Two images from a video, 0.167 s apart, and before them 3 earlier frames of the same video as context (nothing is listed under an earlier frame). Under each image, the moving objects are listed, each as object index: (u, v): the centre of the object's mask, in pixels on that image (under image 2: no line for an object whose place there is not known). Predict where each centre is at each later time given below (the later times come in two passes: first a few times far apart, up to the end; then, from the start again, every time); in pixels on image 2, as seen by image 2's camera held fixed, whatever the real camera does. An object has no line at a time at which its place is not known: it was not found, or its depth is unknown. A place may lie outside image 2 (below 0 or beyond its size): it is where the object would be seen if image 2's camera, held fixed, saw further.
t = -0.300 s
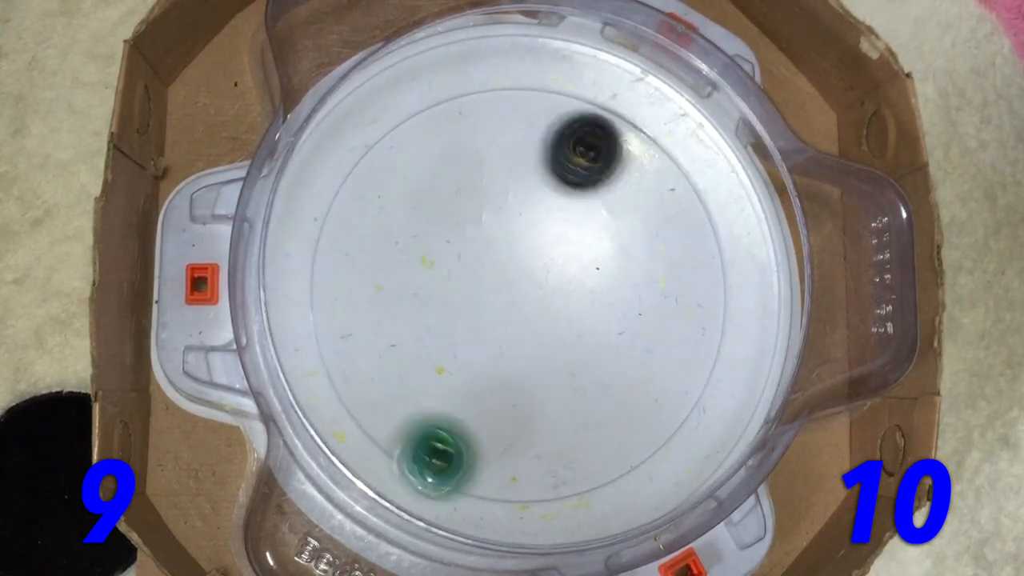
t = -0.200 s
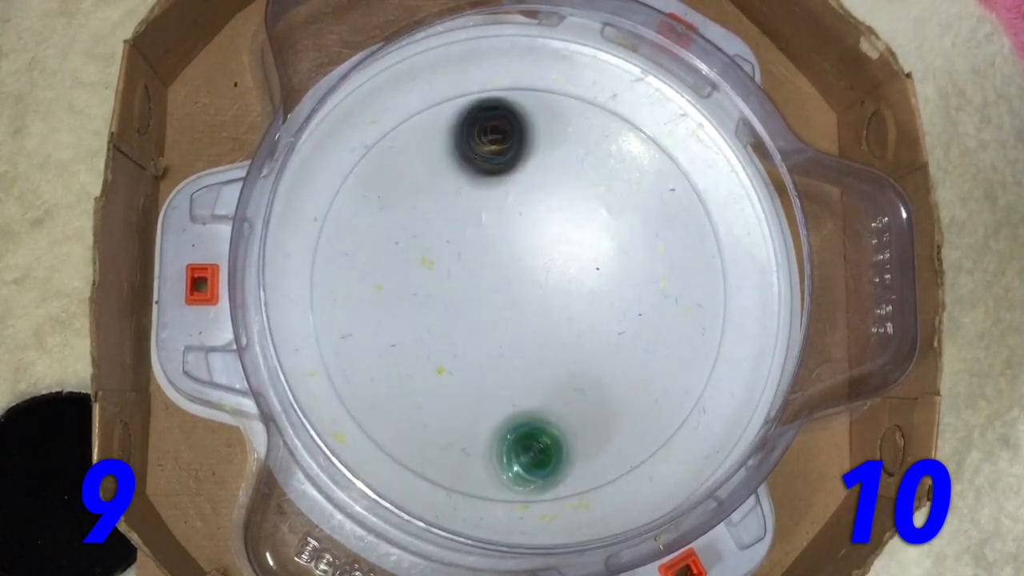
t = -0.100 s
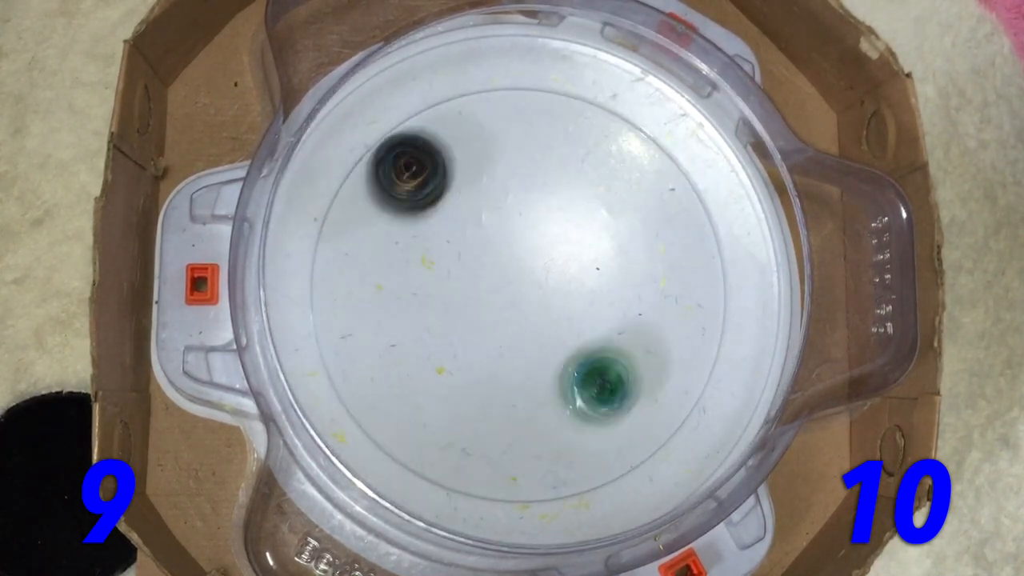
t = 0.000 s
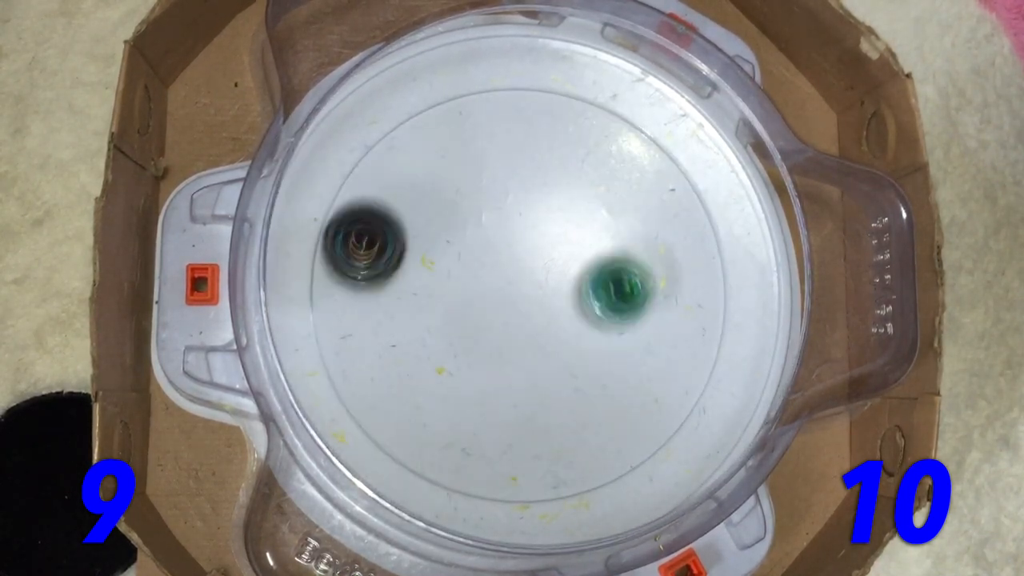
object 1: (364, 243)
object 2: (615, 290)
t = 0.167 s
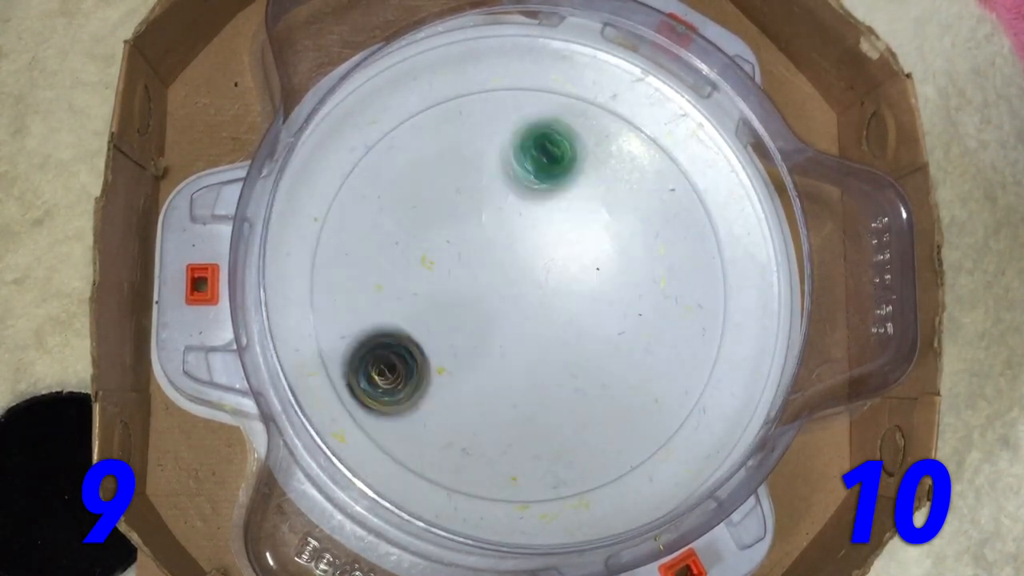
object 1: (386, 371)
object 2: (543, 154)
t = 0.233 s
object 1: (423, 406)
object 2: (490, 126)
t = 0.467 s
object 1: (590, 396)
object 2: (347, 231)
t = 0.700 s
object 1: (634, 256)
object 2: (502, 378)
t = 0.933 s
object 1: (543, 175)
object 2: (682, 279)
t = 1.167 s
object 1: (447, 224)
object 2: (609, 122)
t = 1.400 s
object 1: (476, 362)
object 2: (441, 227)
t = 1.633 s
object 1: (596, 355)
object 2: (506, 430)
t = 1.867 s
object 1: (623, 272)
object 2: (675, 405)
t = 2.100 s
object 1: (536, 209)
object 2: (626, 229)
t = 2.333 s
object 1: (393, 248)
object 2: (478, 222)
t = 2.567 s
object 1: (349, 378)
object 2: (507, 353)
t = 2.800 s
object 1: (492, 397)
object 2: (629, 316)
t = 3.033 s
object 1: (588, 284)
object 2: (542, 207)
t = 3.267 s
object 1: (551, 171)
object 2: (431, 302)
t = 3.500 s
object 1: (467, 177)
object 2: (543, 391)
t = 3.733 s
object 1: (476, 280)
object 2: (610, 260)
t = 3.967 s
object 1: (553, 320)
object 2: (488, 179)
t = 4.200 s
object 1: (586, 296)
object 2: (422, 303)
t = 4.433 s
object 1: (555, 269)
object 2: (563, 369)
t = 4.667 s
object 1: (513, 277)
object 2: (637, 251)
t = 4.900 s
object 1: (518, 304)
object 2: (516, 180)
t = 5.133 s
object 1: (535, 310)
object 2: (439, 306)
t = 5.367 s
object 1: (528, 280)
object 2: (546, 398)
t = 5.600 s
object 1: (508, 259)
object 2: (628, 295)
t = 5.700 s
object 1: (506, 259)
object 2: (603, 236)
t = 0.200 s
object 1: (402, 389)
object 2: (518, 138)
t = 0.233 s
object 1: (423, 406)
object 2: (490, 126)
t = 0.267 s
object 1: (446, 417)
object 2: (460, 122)
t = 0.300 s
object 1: (469, 424)
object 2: (432, 123)
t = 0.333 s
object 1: (494, 427)
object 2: (403, 131)
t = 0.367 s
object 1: (520, 425)
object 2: (379, 148)
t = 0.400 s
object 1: (545, 419)
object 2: (361, 170)
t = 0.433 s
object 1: (569, 409)
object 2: (350, 201)
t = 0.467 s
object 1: (590, 396)
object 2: (347, 231)
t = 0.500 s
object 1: (607, 380)
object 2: (351, 262)
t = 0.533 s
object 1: (622, 361)
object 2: (362, 292)
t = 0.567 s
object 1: (633, 341)
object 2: (382, 320)
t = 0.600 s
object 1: (639, 318)
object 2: (407, 343)
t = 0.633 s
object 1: (641, 297)
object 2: (437, 360)
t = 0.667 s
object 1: (640, 276)
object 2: (467, 372)
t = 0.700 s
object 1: (634, 256)
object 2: (502, 378)
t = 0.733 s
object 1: (625, 237)
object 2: (535, 378)
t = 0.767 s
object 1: (614, 220)
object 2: (566, 372)
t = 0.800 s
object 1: (602, 207)
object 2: (598, 361)
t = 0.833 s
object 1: (588, 195)
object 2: (623, 347)
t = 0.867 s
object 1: (573, 187)
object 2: (647, 327)
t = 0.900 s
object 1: (559, 180)
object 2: (667, 303)
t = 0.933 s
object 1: (543, 175)
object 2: (682, 279)
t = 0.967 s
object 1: (528, 173)
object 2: (689, 253)
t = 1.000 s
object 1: (514, 173)
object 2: (691, 224)
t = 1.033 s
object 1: (498, 178)
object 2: (690, 196)
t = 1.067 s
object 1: (485, 185)
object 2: (678, 172)
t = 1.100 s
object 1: (470, 195)
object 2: (664, 150)
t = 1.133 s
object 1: (457, 209)
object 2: (640, 133)
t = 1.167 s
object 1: (447, 224)
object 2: (609, 122)
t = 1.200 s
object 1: (438, 242)
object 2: (583, 116)
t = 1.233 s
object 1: (433, 265)
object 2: (555, 118)
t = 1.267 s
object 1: (433, 286)
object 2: (523, 131)
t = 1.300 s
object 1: (438, 308)
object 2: (494, 147)
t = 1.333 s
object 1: (447, 329)
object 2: (472, 170)
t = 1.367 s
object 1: (460, 347)
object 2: (452, 200)
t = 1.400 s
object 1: (476, 362)
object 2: (441, 227)
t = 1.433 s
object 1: (495, 372)
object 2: (434, 259)
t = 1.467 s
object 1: (514, 378)
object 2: (433, 293)
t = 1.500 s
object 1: (533, 379)
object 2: (439, 326)
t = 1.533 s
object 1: (551, 377)
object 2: (450, 357)
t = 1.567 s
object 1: (568, 372)
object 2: (464, 384)
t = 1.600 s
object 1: (583, 365)
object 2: (484, 410)
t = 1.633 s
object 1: (596, 355)
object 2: (506, 430)
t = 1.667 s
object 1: (606, 344)
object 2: (533, 444)
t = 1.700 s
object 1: (614, 332)
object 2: (560, 454)
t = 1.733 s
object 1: (620, 320)
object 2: (587, 457)
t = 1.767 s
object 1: (624, 308)
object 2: (615, 451)
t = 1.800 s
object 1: (626, 296)
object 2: (640, 441)
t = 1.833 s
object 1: (626, 284)
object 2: (661, 427)
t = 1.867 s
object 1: (623, 272)
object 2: (675, 405)
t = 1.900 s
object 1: (617, 260)
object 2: (686, 377)
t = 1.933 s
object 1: (608, 248)
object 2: (690, 351)
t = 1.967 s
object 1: (597, 236)
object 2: (686, 324)
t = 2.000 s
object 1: (584, 226)
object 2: (675, 296)
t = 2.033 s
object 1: (569, 218)
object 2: (661, 268)
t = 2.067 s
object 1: (555, 213)
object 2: (643, 245)
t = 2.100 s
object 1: (536, 209)
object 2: (626, 229)
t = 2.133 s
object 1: (506, 203)
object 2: (615, 219)
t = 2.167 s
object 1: (479, 201)
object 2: (597, 210)
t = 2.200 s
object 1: (454, 203)
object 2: (576, 204)
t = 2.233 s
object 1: (434, 209)
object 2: (552, 199)
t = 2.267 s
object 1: (416, 219)
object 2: (523, 202)
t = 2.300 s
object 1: (402, 232)
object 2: (500, 210)
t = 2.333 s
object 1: (393, 248)
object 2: (478, 222)
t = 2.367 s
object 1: (381, 264)
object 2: (464, 238)
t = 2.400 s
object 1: (360, 285)
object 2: (464, 256)
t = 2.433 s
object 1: (346, 306)
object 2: (464, 274)
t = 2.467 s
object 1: (338, 326)
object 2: (468, 296)
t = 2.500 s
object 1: (334, 346)
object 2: (475, 319)
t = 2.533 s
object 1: (338, 364)
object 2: (488, 337)
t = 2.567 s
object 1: (349, 378)
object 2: (507, 353)
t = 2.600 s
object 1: (363, 391)
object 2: (527, 364)
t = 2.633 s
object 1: (380, 400)
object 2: (547, 369)
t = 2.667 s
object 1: (401, 407)
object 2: (569, 367)
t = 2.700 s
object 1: (423, 409)
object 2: (591, 362)
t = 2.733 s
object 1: (446, 409)
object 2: (608, 350)
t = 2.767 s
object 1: (469, 404)
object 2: (621, 335)
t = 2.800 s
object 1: (492, 397)
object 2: (629, 316)
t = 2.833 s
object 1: (513, 386)
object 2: (629, 297)
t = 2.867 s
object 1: (532, 373)
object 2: (627, 275)
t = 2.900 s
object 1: (549, 357)
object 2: (618, 255)
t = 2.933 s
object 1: (563, 340)
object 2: (605, 236)
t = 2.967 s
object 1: (575, 322)
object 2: (587, 222)
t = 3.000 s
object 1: (583, 302)
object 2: (566, 213)
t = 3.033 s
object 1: (588, 284)
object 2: (542, 207)
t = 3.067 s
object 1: (589, 265)
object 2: (518, 207)
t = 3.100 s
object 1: (588, 246)
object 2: (496, 213)
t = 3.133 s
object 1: (585, 227)
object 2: (476, 223)
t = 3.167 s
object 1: (578, 210)
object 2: (456, 238)
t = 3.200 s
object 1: (571, 195)
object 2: (442, 258)
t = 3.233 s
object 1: (562, 181)
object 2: (434, 280)
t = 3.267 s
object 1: (551, 171)
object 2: (431, 302)
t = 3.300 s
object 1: (539, 163)
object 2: (436, 327)
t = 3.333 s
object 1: (526, 158)
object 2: (444, 348)
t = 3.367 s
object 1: (513, 155)
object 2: (457, 367)
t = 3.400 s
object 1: (499, 156)
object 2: (474, 381)
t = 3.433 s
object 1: (487, 160)
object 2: (495, 390)
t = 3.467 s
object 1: (476, 167)
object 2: (520, 393)
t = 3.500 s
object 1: (467, 177)
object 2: (543, 391)
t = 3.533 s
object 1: (459, 191)
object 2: (565, 383)
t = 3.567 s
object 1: (454, 207)
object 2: (583, 370)
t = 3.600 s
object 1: (453, 222)
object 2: (599, 353)
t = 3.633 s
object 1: (455, 238)
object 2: (609, 332)
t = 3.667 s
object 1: (460, 253)
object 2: (614, 310)
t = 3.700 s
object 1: (467, 268)
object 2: (615, 285)
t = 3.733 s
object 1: (476, 280)
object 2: (610, 260)
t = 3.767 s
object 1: (486, 292)
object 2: (601, 240)
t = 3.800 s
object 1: (496, 301)
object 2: (590, 221)
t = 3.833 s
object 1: (507, 309)
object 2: (575, 203)
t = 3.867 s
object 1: (518, 315)
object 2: (554, 191)
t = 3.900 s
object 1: (529, 318)
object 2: (534, 183)
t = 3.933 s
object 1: (541, 320)
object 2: (511, 179)
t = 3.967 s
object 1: (553, 320)
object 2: (488, 179)
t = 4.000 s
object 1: (564, 320)
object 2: (466, 186)
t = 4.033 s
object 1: (573, 317)
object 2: (446, 199)
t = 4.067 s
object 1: (581, 313)
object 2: (431, 214)
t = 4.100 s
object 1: (586, 309)
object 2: (420, 232)
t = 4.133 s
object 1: (588, 305)
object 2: (415, 257)
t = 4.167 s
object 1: (588, 301)
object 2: (416, 279)
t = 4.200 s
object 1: (586, 296)
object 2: (422, 303)
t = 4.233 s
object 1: (584, 291)
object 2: (433, 325)
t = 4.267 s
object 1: (582, 285)
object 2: (448, 342)
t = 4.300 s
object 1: (579, 279)
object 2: (468, 357)
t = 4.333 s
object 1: (574, 275)
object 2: (489, 367)
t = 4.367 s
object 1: (569, 272)
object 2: (515, 372)
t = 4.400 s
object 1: (562, 270)
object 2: (540, 372)
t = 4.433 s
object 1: (555, 269)
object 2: (563, 369)
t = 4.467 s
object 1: (548, 269)
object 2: (584, 360)
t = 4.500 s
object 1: (541, 270)
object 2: (604, 346)
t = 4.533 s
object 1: (534, 272)
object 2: (619, 331)
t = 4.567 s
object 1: (527, 273)
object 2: (629, 313)
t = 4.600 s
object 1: (521, 275)
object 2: (636, 294)
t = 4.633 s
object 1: (516, 276)
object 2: (639, 272)
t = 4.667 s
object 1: (513, 277)
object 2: (637, 251)
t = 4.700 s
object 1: (511, 277)
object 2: (629, 232)
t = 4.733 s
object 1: (512, 279)
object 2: (618, 212)
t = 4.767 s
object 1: (512, 281)
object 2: (601, 196)
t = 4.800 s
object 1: (512, 286)
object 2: (581, 185)
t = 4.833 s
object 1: (514, 291)
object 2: (561, 178)
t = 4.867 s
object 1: (515, 298)
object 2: (538, 177)
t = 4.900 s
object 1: (518, 304)
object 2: (516, 180)
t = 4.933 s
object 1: (521, 310)
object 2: (495, 188)
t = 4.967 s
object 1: (524, 313)
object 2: (476, 201)
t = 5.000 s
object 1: (527, 315)
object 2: (459, 216)
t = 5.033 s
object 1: (530, 316)
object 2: (448, 235)
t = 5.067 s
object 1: (532, 315)
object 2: (440, 258)
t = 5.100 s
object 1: (534, 313)
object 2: (438, 282)
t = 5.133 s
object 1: (535, 310)
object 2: (439, 306)
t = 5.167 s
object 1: (536, 306)
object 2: (446, 328)
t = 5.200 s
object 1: (536, 302)
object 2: (456, 348)
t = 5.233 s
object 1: (535, 298)
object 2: (469, 367)
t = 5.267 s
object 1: (535, 293)
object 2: (486, 381)
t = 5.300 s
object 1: (532, 289)
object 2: (505, 392)
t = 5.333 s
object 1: (530, 284)
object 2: (525, 398)
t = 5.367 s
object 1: (528, 280)
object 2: (546, 398)
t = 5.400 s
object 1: (525, 276)
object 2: (566, 395)
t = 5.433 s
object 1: (522, 272)
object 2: (586, 386)
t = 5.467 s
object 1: (519, 268)
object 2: (601, 374)
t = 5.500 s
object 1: (515, 265)
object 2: (614, 357)
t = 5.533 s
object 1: (513, 263)
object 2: (625, 337)
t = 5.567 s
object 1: (510, 260)
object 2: (628, 317)
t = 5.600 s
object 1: (508, 259)
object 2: (628, 295)
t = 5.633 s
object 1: (507, 258)
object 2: (623, 274)
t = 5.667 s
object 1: (506, 258)
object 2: (615, 254)
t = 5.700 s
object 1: (506, 259)
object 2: (603, 236)
